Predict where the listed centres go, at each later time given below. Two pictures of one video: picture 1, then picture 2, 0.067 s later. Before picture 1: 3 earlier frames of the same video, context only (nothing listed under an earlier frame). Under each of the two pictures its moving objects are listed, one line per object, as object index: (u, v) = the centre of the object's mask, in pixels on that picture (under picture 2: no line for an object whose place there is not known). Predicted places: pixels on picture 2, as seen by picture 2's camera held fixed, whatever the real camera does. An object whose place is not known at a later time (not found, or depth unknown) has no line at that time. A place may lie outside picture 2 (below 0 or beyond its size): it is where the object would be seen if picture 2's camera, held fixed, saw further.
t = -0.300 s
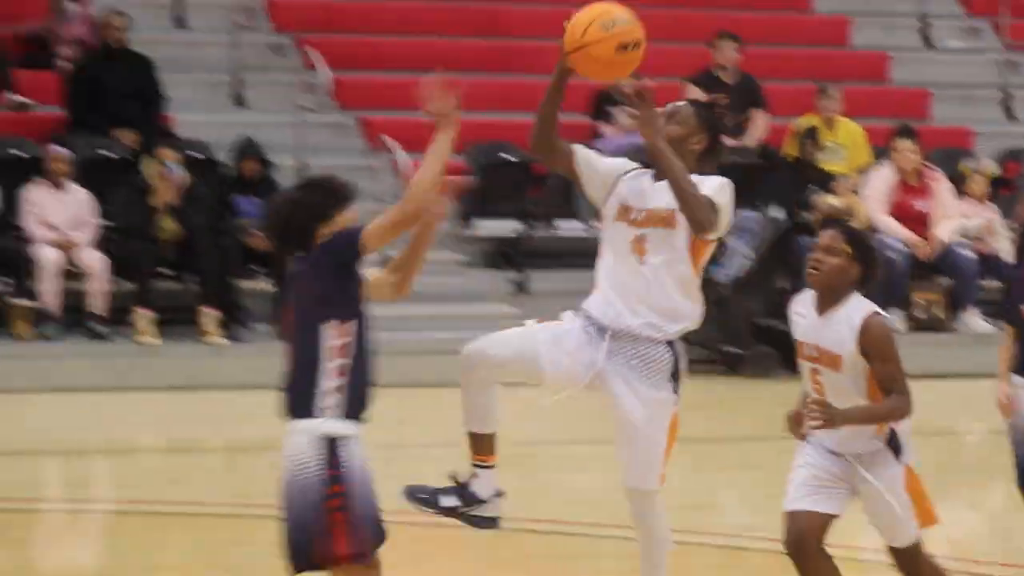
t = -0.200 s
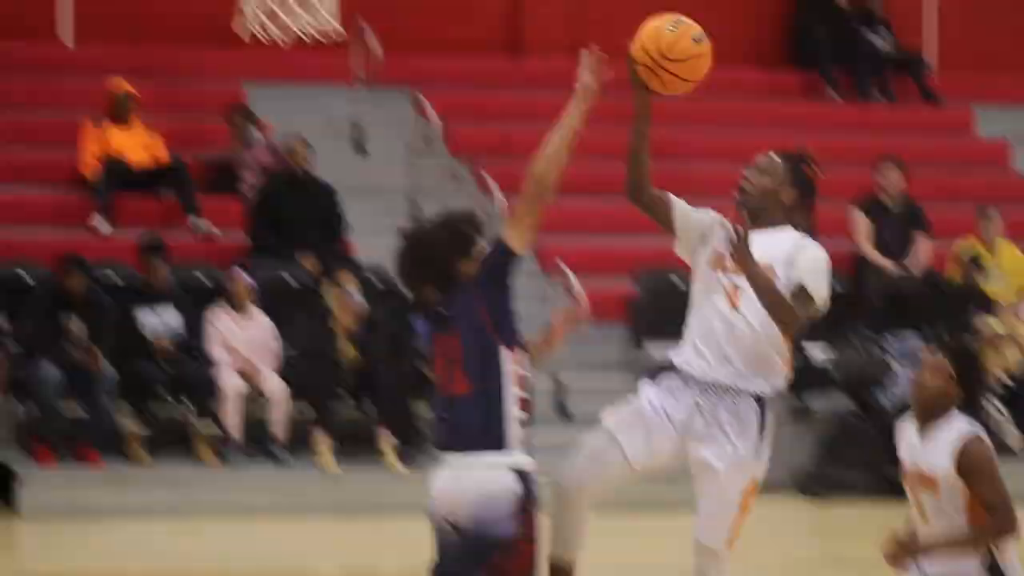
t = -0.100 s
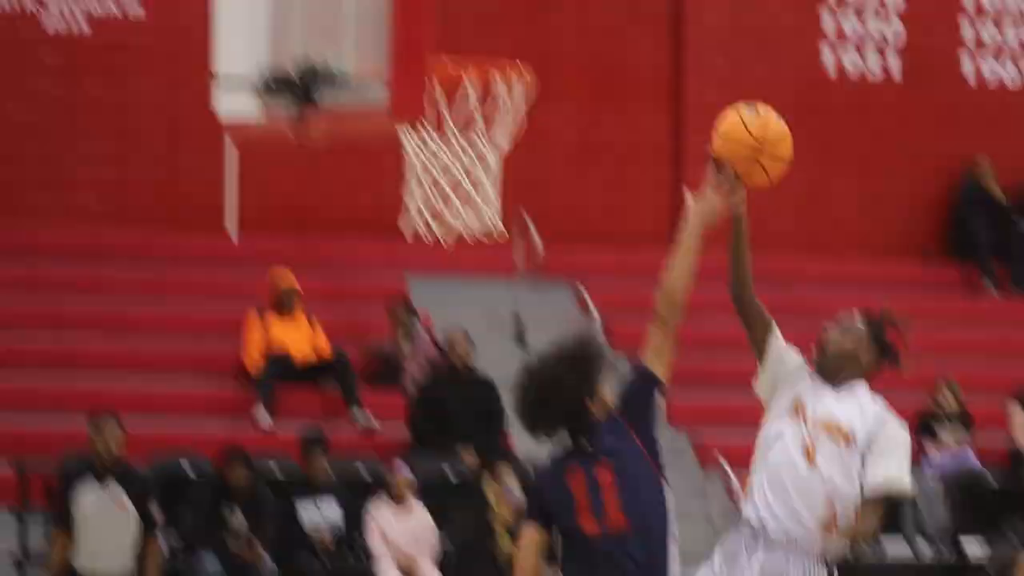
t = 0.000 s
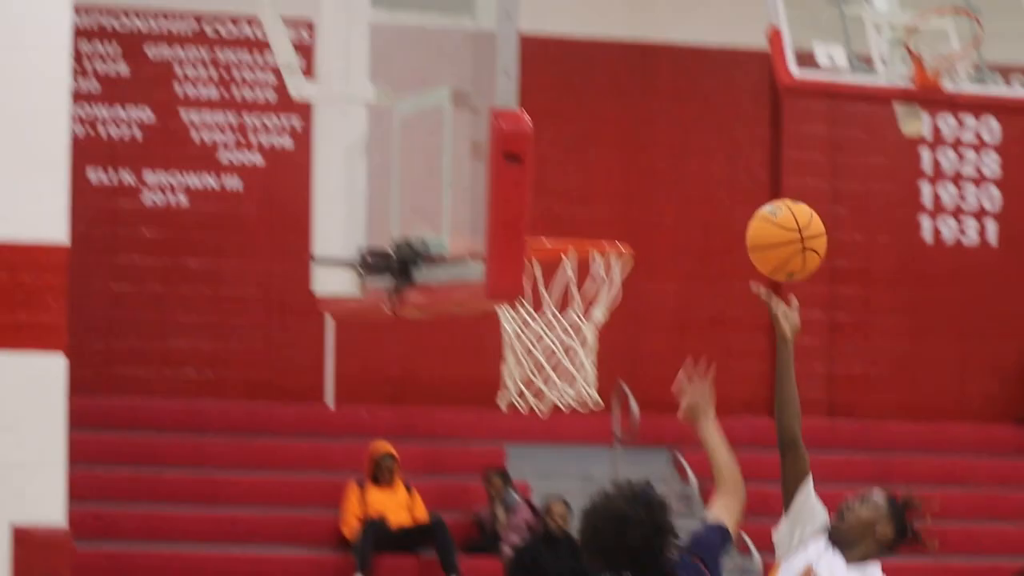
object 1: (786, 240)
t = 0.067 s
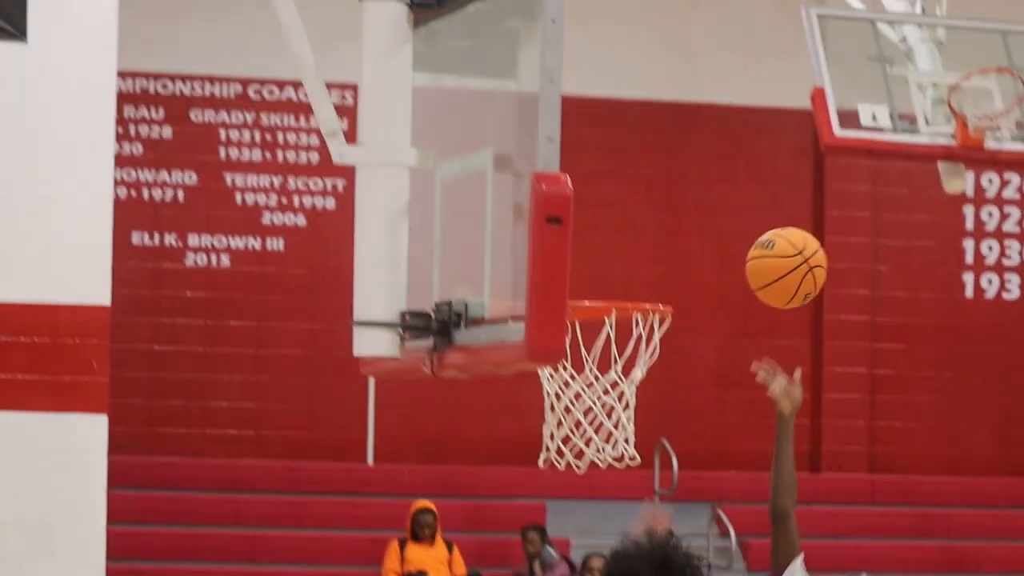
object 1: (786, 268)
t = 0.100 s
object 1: (763, 258)
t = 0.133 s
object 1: (743, 251)
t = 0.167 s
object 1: (721, 249)
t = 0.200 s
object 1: (700, 249)
